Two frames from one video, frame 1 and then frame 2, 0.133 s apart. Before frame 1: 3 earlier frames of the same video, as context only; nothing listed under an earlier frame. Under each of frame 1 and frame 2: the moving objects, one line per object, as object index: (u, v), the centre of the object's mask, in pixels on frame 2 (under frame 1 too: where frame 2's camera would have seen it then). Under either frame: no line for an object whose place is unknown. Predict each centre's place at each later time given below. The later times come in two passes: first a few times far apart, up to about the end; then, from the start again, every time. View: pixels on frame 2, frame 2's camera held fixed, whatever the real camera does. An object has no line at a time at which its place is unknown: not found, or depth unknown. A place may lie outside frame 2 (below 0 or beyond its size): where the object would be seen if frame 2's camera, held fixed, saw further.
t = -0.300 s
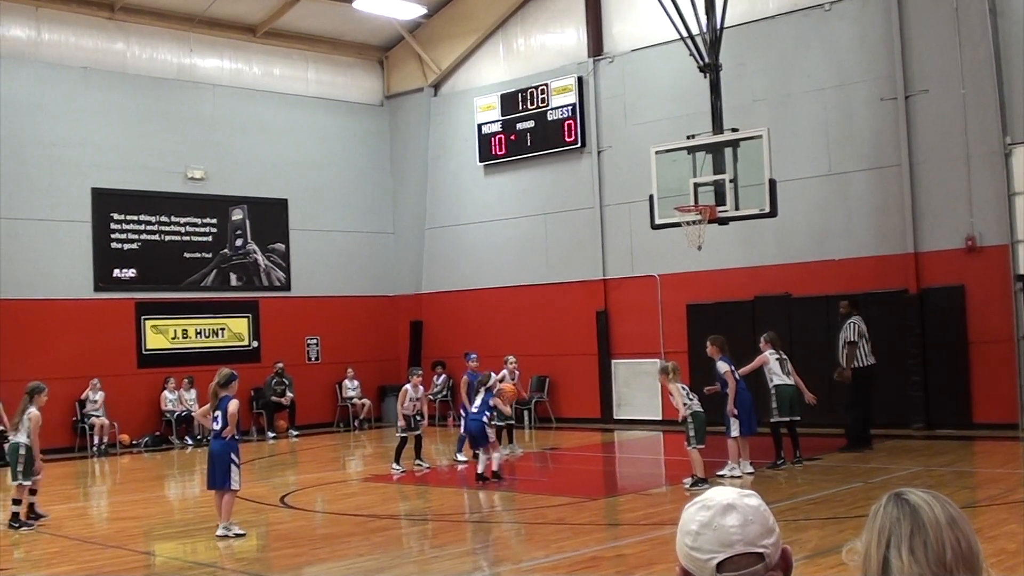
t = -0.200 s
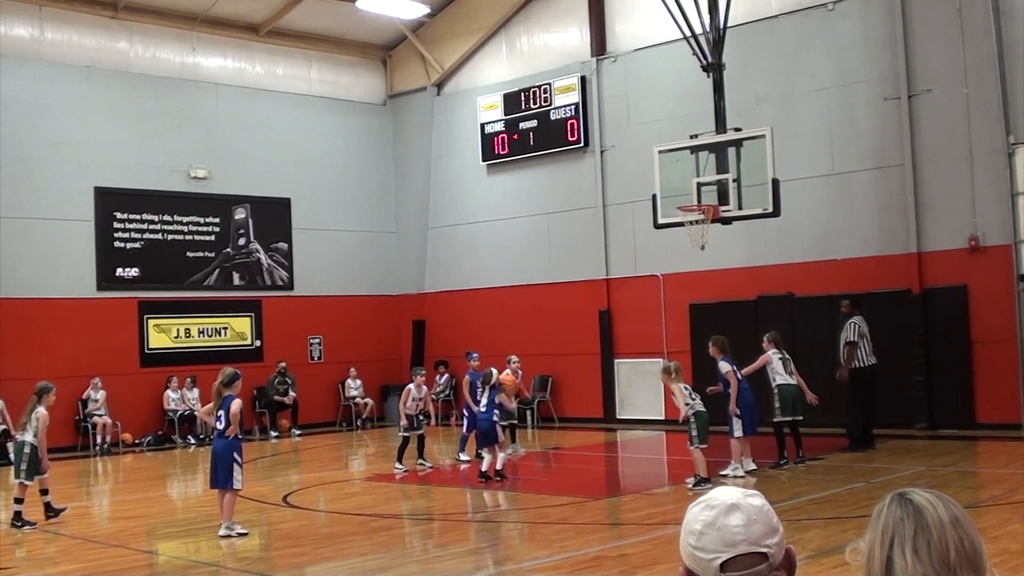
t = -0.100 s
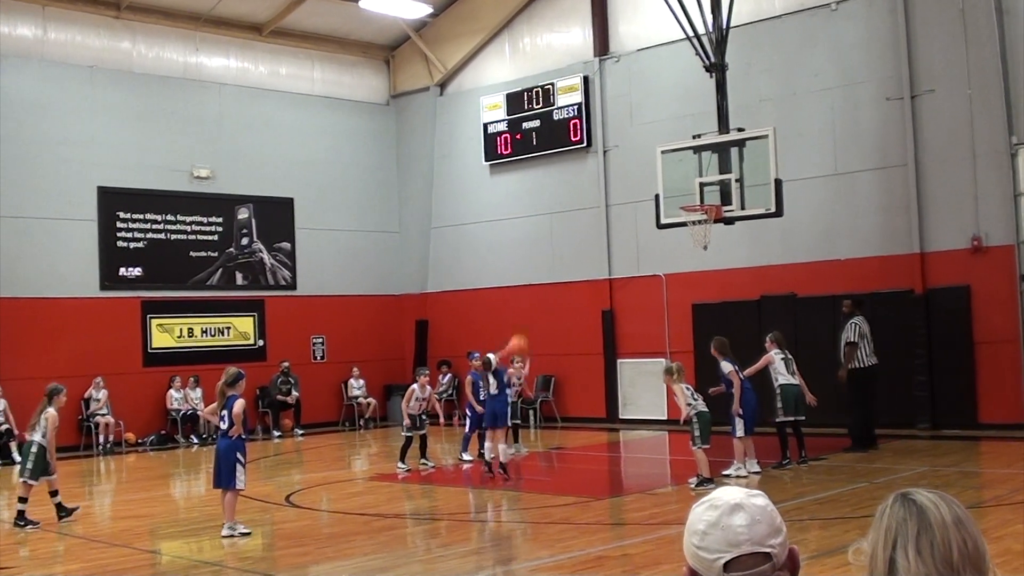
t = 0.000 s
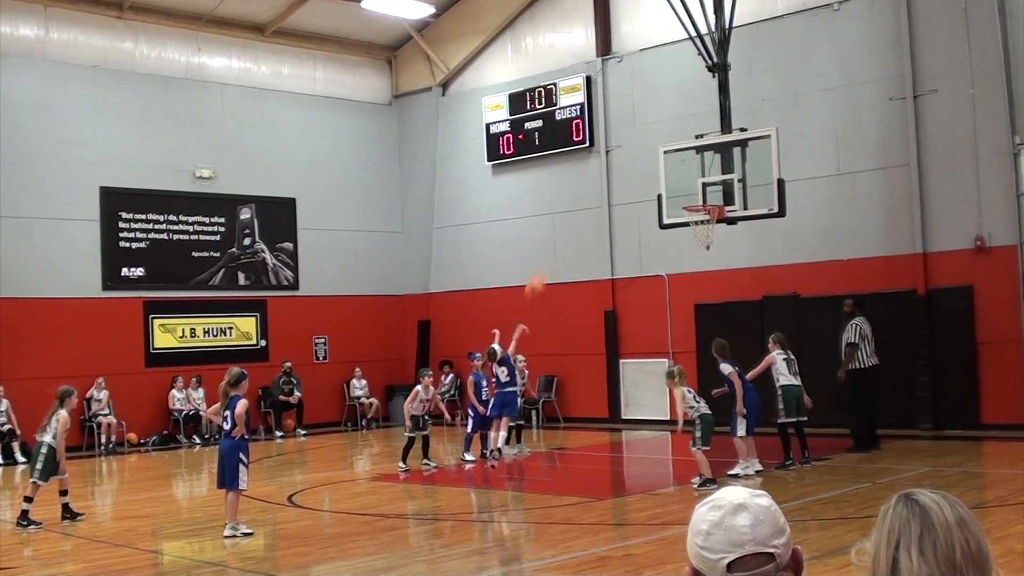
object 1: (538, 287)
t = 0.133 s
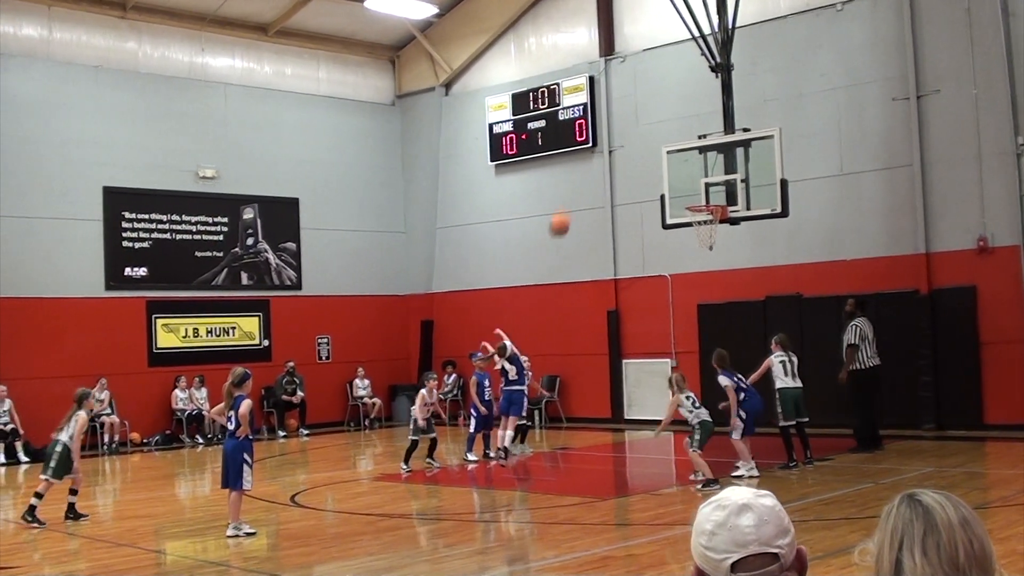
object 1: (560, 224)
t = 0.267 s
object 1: (580, 179)
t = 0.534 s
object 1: (620, 137)
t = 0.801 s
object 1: (660, 154)
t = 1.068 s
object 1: (700, 223)
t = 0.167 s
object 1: (565, 212)
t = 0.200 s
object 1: (570, 200)
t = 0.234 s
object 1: (575, 189)
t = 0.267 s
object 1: (580, 179)
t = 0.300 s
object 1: (585, 171)
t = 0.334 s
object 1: (590, 163)
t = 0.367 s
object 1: (594, 156)
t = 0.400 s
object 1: (600, 150)
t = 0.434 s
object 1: (605, 146)
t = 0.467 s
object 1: (610, 142)
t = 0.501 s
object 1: (615, 139)
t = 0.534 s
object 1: (620, 137)
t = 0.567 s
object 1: (625, 136)
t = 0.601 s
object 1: (630, 136)
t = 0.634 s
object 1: (635, 136)
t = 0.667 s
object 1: (640, 139)
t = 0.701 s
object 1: (645, 141)
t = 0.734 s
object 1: (650, 145)
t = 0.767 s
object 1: (655, 149)
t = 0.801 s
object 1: (660, 154)
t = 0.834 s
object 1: (665, 159)
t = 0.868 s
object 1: (670, 166)
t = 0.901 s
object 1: (676, 174)
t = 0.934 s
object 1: (681, 182)
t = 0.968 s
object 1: (686, 192)
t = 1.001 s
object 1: (690, 202)
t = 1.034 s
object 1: (695, 211)
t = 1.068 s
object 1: (700, 223)
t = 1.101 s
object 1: (705, 236)
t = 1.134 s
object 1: (710, 248)
